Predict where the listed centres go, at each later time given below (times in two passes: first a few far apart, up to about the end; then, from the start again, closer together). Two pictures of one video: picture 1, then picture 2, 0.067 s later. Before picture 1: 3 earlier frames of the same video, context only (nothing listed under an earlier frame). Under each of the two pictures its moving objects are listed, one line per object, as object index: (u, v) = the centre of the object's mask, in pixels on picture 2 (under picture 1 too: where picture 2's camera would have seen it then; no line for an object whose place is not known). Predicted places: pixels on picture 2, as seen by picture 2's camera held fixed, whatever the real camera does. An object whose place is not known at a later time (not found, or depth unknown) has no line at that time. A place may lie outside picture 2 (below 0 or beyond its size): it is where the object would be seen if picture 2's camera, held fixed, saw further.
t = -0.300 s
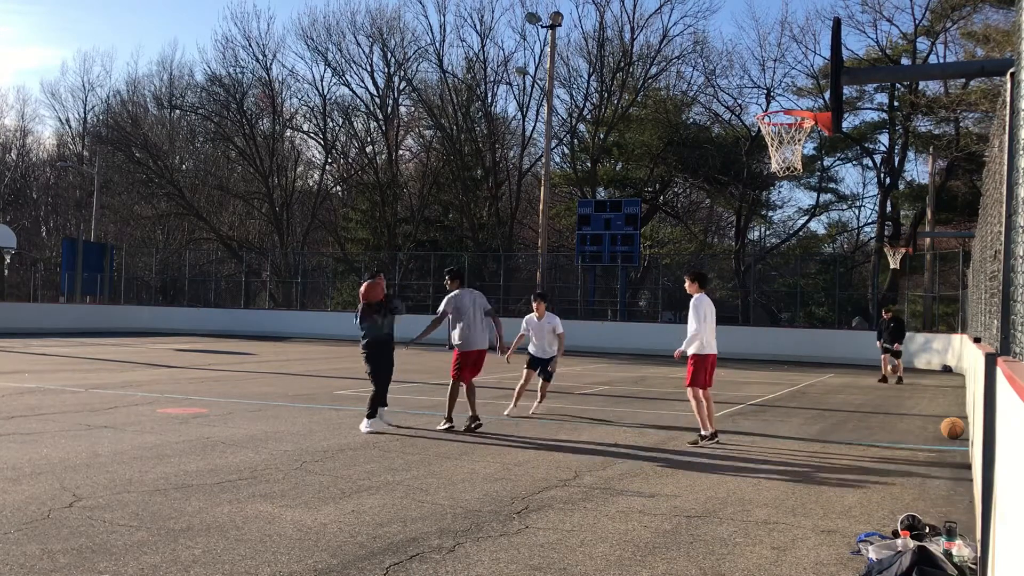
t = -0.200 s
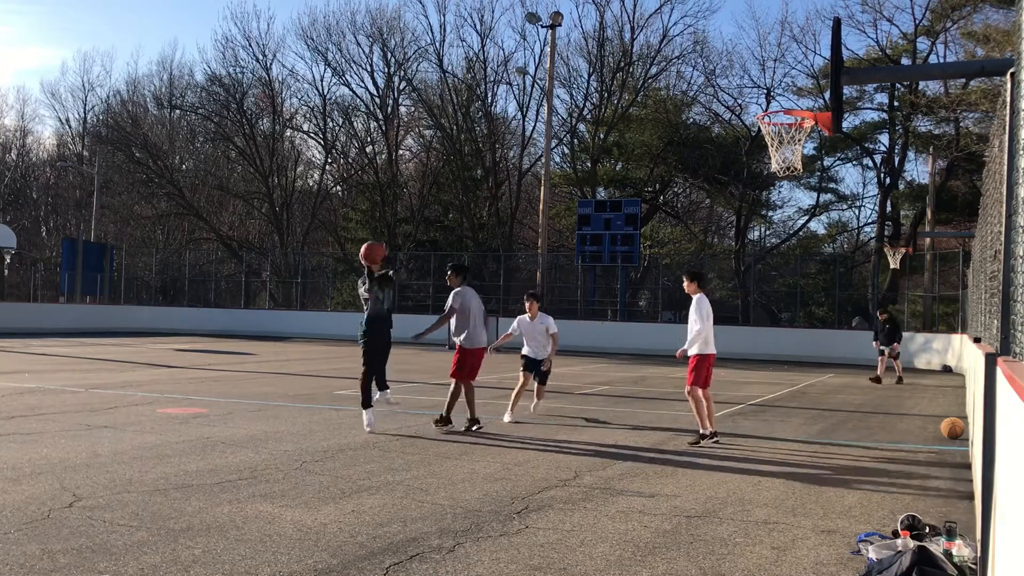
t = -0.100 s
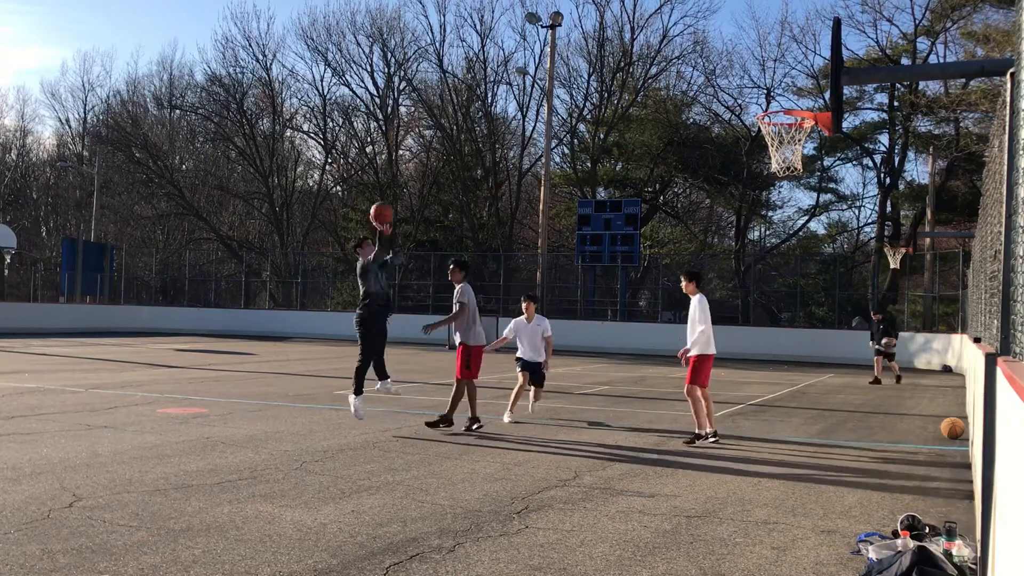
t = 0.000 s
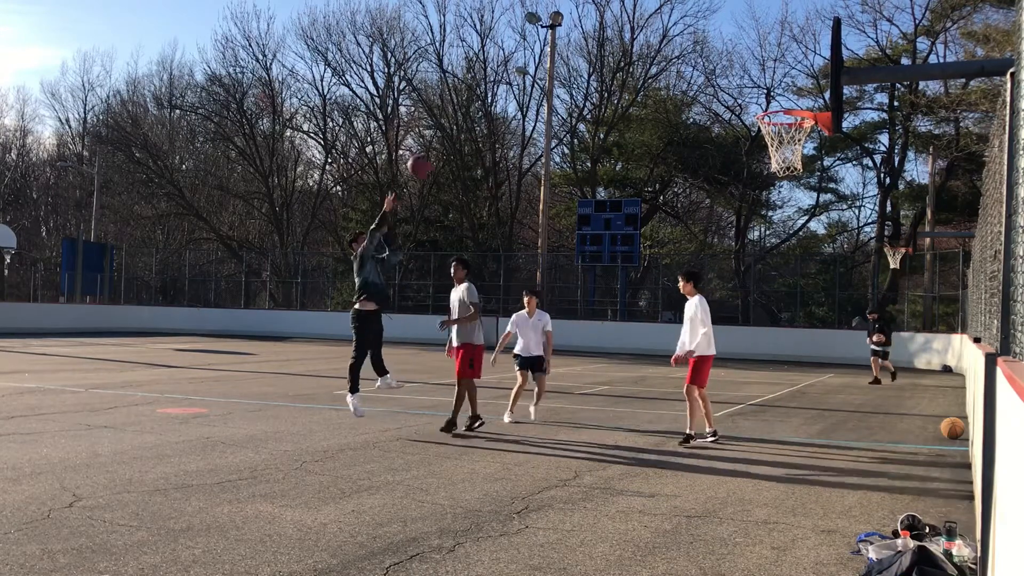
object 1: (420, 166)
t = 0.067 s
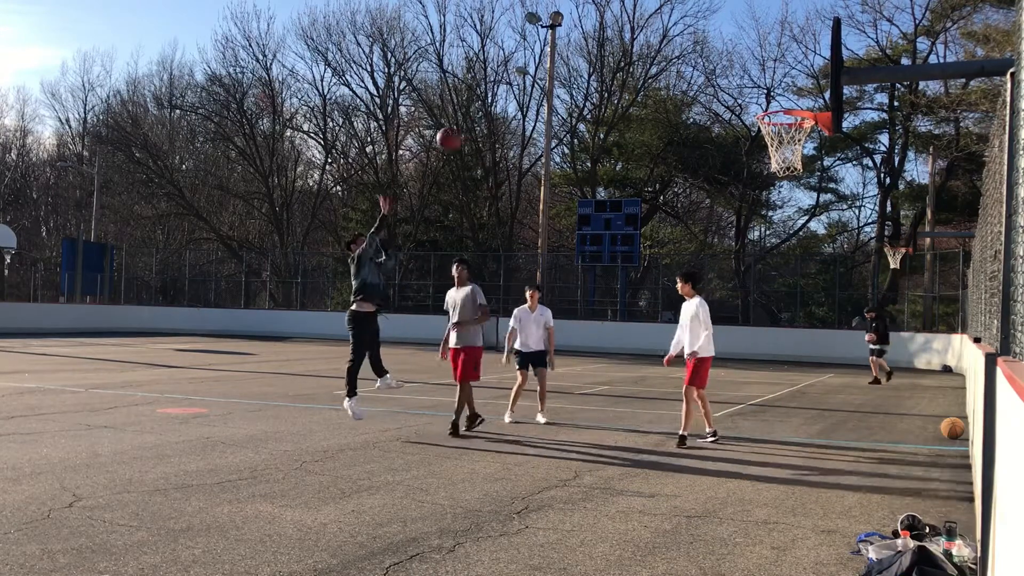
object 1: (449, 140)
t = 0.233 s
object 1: (521, 88)
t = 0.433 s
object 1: (611, 61)
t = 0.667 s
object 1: (720, 79)
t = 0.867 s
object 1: (814, 139)
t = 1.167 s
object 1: (938, 300)
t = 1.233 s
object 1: (960, 345)
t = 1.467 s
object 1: (841, 446)
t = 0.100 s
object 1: (463, 127)
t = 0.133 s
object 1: (477, 116)
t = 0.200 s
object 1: (507, 97)
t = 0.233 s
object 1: (521, 88)
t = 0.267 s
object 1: (536, 81)
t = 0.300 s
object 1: (551, 75)
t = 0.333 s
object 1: (566, 70)
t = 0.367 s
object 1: (581, 65)
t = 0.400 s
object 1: (596, 63)
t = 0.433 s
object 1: (611, 61)
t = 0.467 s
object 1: (627, 61)
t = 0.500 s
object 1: (641, 61)
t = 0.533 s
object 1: (657, 62)
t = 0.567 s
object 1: (673, 65)
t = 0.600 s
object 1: (688, 68)
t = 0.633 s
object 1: (704, 73)
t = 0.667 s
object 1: (720, 79)
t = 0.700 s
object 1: (736, 87)
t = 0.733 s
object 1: (751, 96)
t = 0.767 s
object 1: (768, 104)
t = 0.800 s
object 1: (785, 117)
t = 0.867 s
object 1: (814, 139)
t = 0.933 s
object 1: (841, 166)
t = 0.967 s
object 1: (855, 182)
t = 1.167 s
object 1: (938, 300)
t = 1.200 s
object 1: (951, 323)
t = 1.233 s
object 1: (960, 345)
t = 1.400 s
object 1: (873, 415)
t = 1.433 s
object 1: (857, 432)
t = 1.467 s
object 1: (841, 446)
